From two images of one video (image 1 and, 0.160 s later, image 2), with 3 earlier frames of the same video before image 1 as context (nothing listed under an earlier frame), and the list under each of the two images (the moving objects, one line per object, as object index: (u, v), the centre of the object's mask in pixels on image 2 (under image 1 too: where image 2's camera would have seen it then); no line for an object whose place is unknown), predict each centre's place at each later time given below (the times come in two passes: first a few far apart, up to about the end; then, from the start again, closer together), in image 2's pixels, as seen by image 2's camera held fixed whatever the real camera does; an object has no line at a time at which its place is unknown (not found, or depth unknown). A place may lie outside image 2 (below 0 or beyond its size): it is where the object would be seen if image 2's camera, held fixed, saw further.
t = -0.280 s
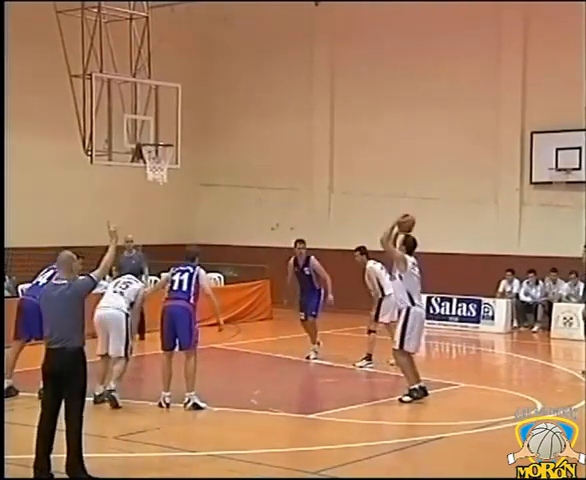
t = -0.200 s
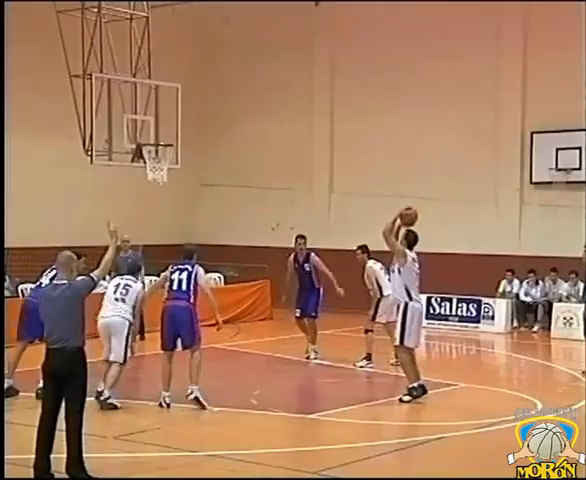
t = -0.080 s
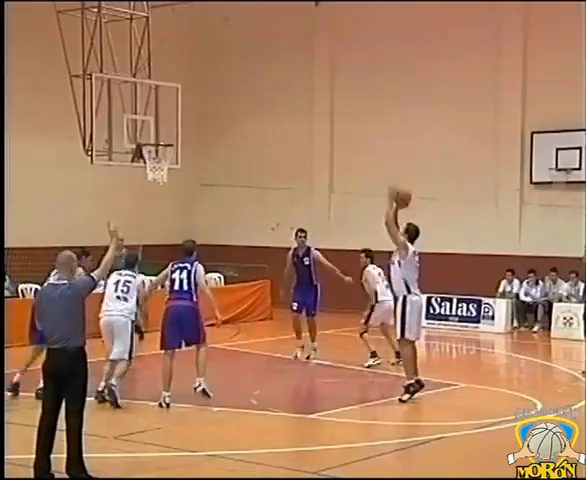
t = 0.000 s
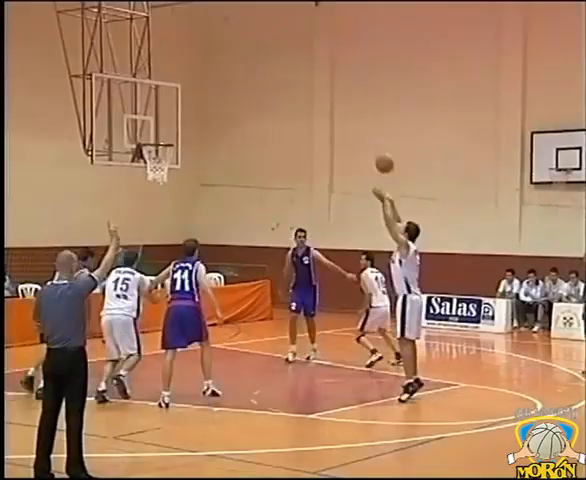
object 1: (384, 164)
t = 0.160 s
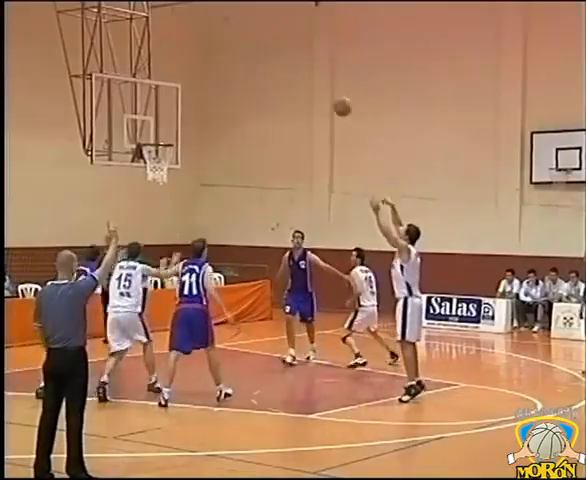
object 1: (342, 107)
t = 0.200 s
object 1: (332, 97)
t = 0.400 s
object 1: (283, 64)
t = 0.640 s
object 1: (229, 66)
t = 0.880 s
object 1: (179, 111)
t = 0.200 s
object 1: (332, 97)
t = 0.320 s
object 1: (302, 73)
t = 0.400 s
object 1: (283, 64)
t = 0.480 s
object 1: (264, 60)
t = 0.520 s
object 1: (255, 60)
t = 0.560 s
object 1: (246, 61)
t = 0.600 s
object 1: (238, 63)
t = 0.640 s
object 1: (229, 66)
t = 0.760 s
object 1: (203, 84)
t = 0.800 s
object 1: (195, 92)
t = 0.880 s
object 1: (179, 111)
